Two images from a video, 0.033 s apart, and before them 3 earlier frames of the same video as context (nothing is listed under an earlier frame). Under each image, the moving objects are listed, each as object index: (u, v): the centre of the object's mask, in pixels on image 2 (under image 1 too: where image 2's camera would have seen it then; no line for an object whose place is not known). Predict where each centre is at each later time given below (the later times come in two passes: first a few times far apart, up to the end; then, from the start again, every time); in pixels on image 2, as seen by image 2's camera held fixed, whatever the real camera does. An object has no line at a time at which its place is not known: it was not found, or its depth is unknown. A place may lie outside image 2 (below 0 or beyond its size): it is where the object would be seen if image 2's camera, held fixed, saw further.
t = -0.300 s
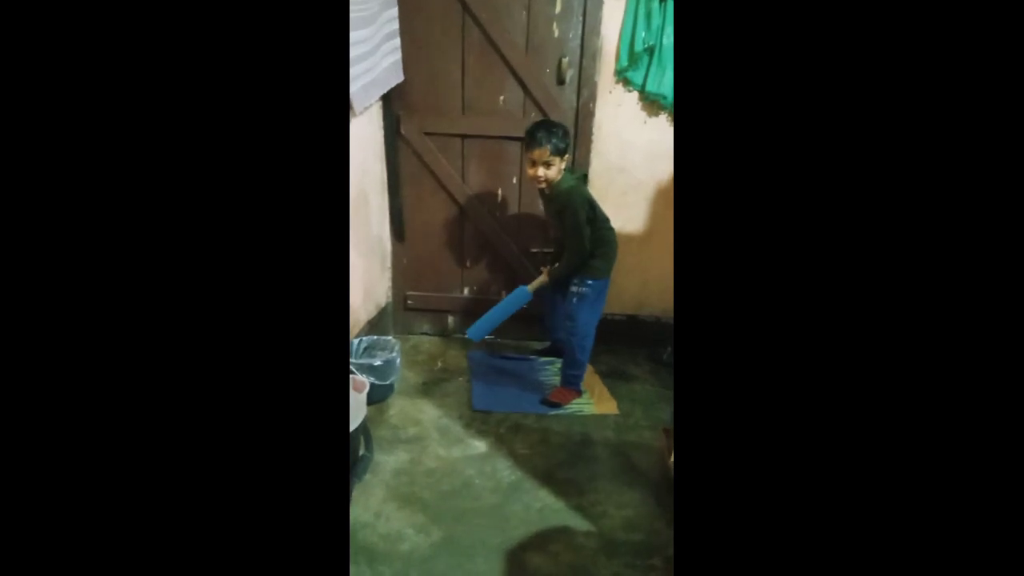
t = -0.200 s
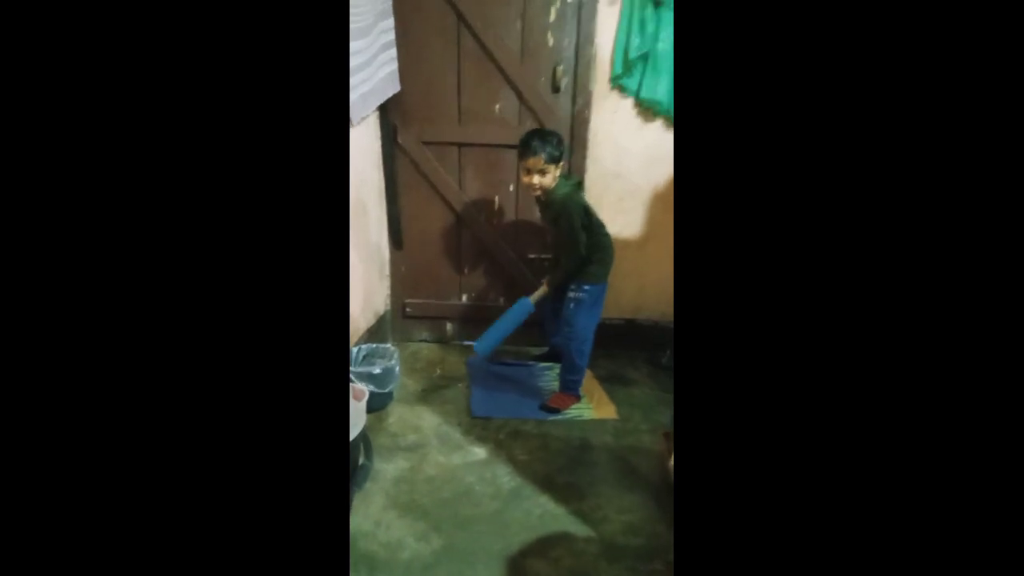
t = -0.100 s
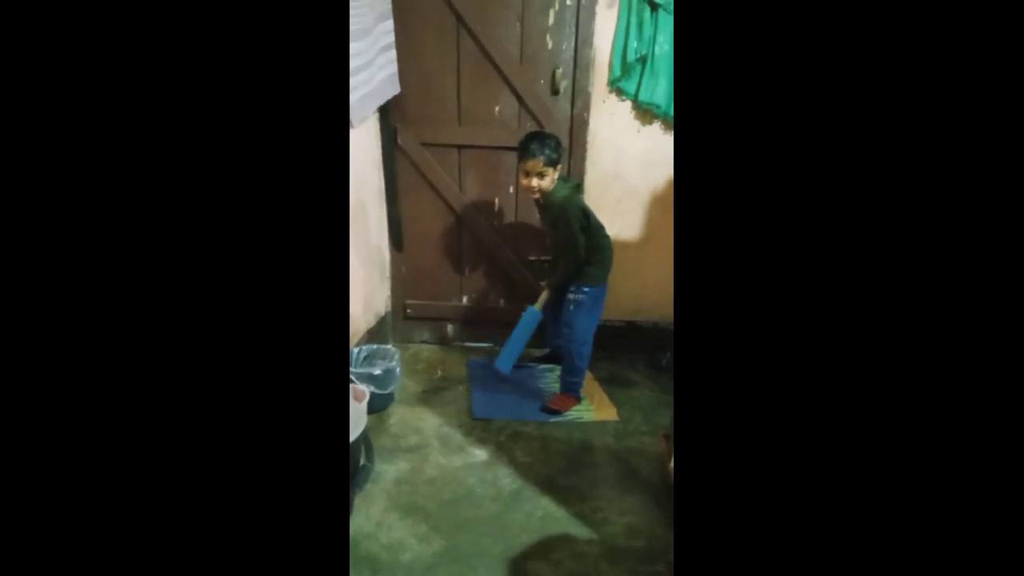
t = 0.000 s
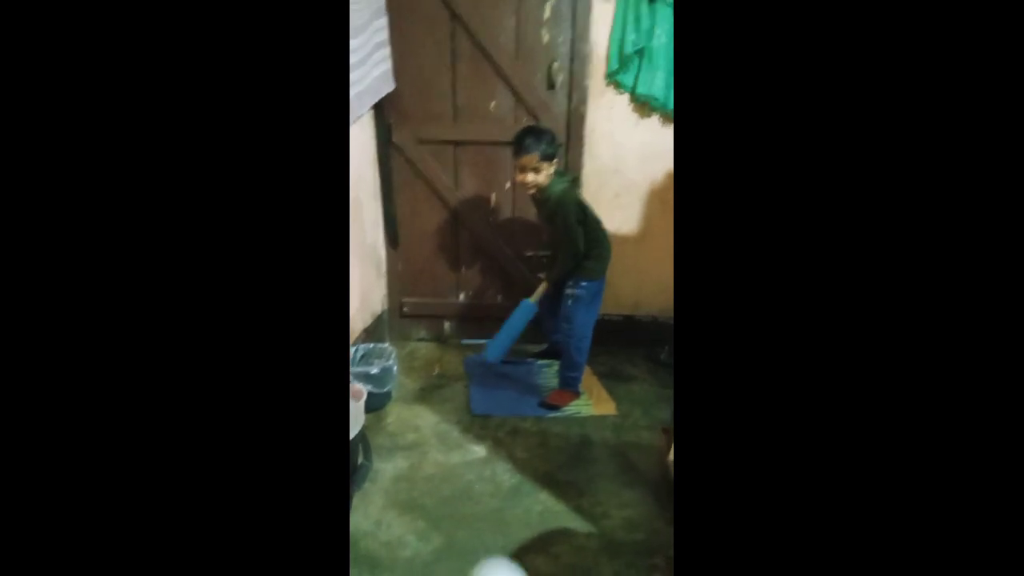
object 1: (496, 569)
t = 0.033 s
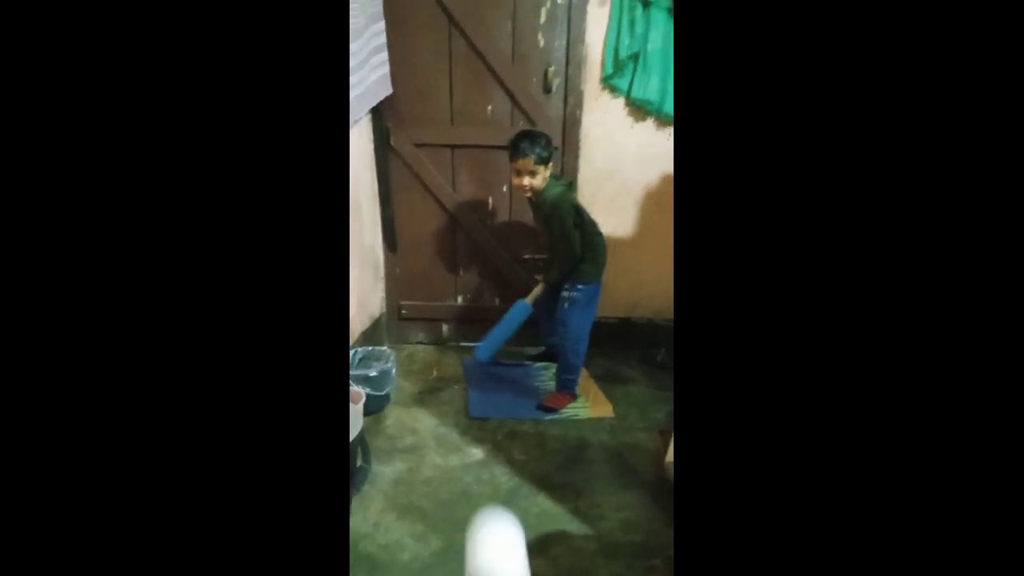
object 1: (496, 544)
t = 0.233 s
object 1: (486, 470)
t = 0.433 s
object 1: (486, 451)
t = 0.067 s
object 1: (494, 516)
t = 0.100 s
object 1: (492, 487)
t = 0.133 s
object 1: (491, 471)
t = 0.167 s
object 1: (489, 466)
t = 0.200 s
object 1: (488, 465)
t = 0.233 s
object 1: (486, 470)
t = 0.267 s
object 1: (486, 479)
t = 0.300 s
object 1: (485, 491)
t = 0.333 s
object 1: (484, 504)
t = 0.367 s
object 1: (483, 515)
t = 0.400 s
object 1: (485, 488)
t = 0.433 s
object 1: (486, 451)
